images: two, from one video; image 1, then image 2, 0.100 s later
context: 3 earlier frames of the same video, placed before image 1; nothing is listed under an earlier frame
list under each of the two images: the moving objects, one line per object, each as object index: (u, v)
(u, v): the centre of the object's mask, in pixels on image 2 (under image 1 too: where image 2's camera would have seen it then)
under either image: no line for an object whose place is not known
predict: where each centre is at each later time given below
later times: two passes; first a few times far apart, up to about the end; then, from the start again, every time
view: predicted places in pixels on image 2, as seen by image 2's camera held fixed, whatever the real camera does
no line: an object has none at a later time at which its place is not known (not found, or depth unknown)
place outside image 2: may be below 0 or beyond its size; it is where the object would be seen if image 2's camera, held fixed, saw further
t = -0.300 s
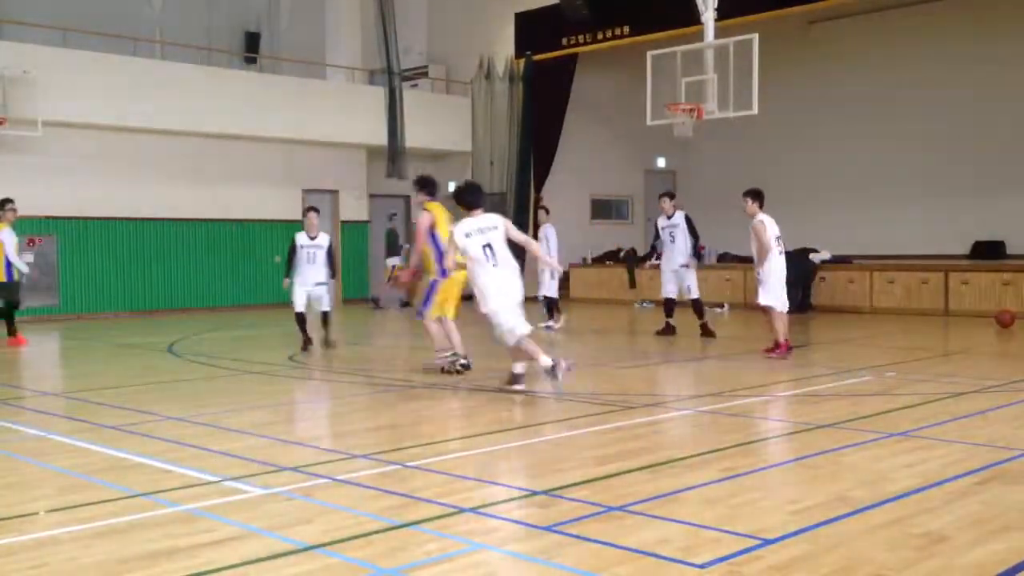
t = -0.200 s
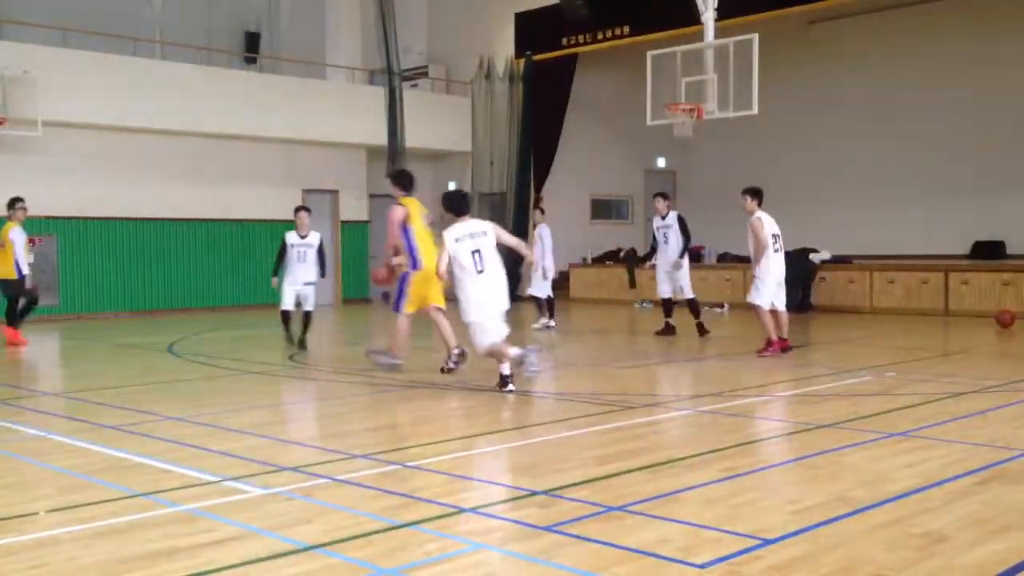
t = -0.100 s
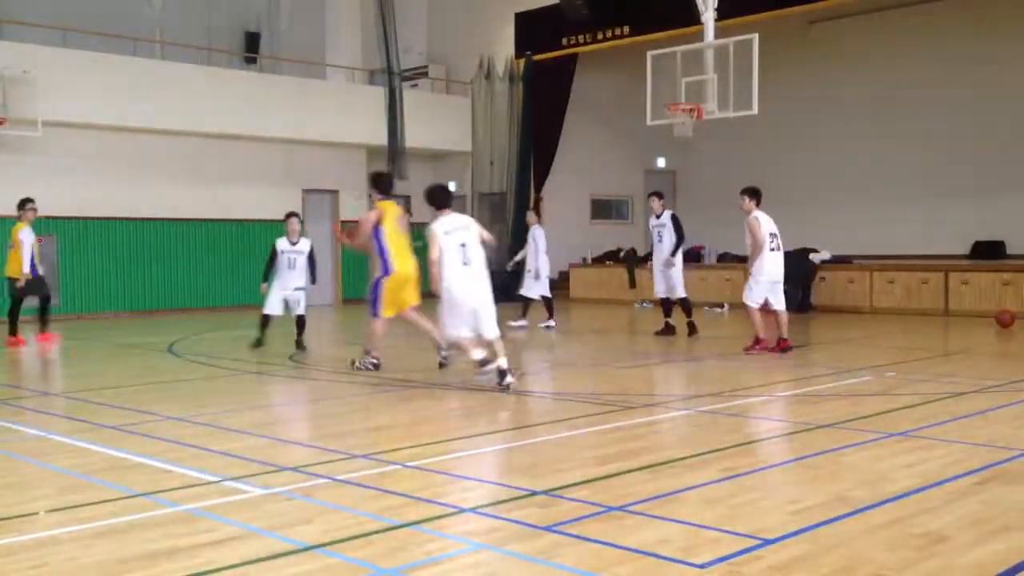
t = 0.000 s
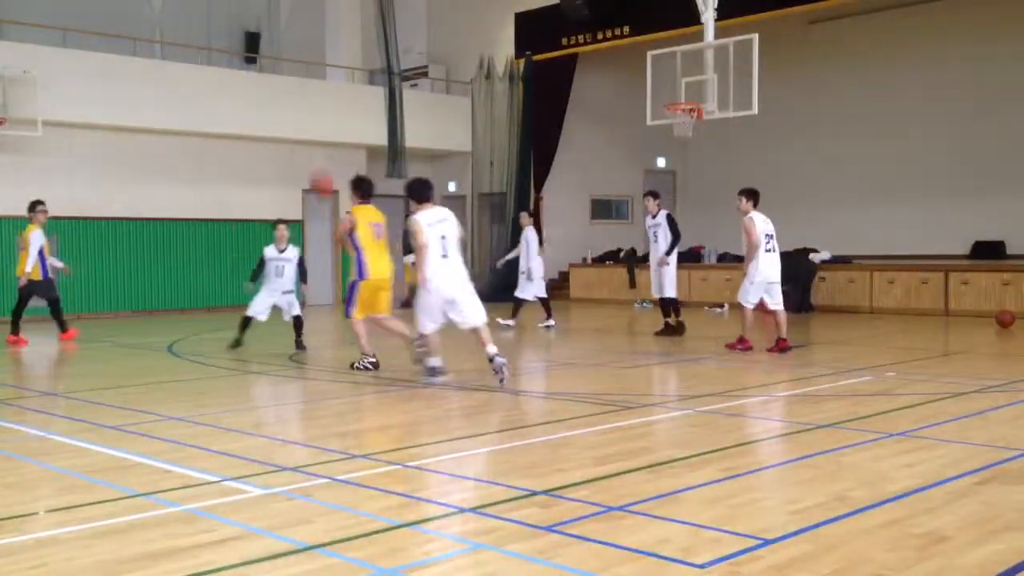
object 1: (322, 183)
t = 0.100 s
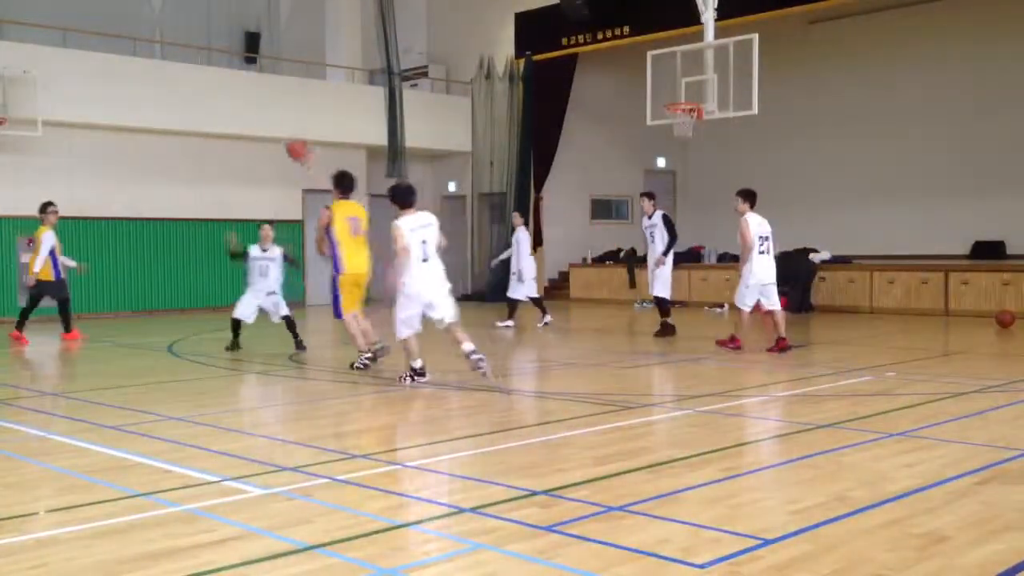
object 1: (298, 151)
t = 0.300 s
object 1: (255, 109)
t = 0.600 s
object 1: (202, 117)
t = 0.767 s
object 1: (178, 149)
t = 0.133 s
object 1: (290, 140)
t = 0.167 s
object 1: (283, 131)
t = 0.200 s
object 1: (275, 123)
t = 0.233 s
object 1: (268, 118)
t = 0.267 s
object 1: (261, 113)
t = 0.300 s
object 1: (255, 109)
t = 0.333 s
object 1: (248, 106)
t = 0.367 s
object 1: (242, 104)
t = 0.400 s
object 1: (235, 103)
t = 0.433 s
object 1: (230, 103)
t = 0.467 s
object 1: (224, 104)
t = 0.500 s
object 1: (218, 106)
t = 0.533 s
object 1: (214, 109)
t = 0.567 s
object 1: (208, 112)
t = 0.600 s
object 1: (202, 117)
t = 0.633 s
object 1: (198, 122)
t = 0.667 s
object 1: (192, 127)
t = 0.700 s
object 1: (188, 134)
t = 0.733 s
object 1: (183, 141)
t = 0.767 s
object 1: (178, 149)
